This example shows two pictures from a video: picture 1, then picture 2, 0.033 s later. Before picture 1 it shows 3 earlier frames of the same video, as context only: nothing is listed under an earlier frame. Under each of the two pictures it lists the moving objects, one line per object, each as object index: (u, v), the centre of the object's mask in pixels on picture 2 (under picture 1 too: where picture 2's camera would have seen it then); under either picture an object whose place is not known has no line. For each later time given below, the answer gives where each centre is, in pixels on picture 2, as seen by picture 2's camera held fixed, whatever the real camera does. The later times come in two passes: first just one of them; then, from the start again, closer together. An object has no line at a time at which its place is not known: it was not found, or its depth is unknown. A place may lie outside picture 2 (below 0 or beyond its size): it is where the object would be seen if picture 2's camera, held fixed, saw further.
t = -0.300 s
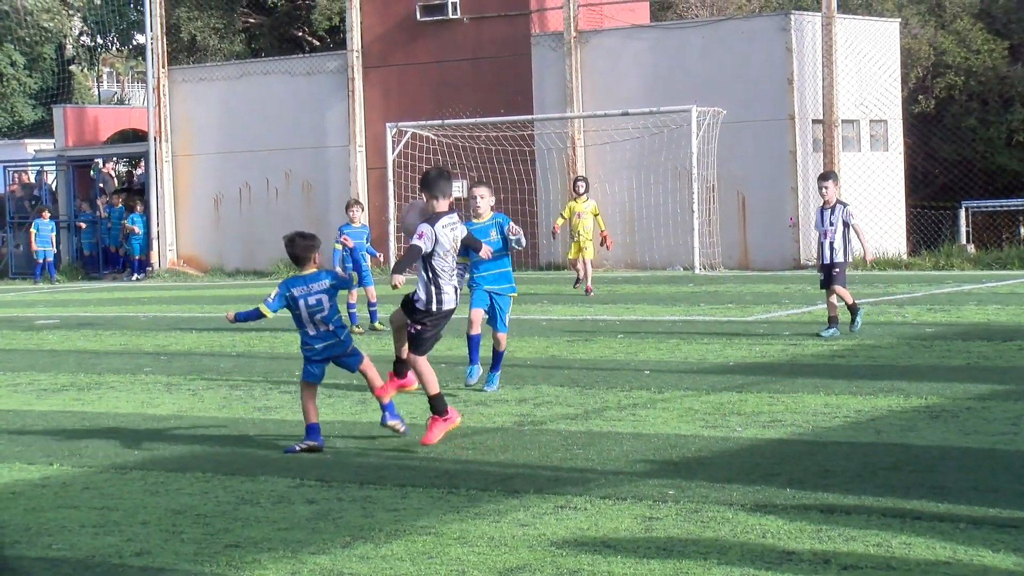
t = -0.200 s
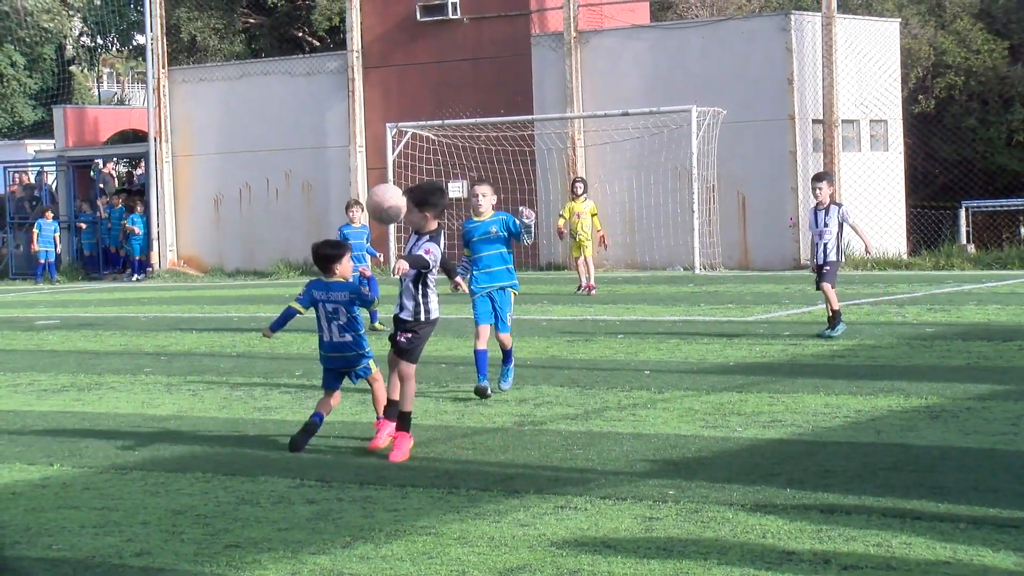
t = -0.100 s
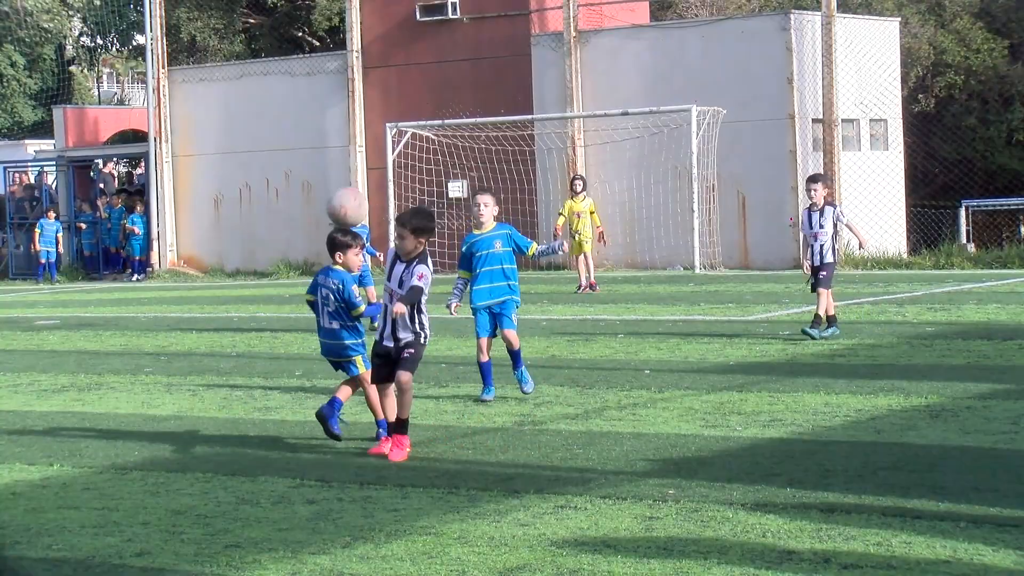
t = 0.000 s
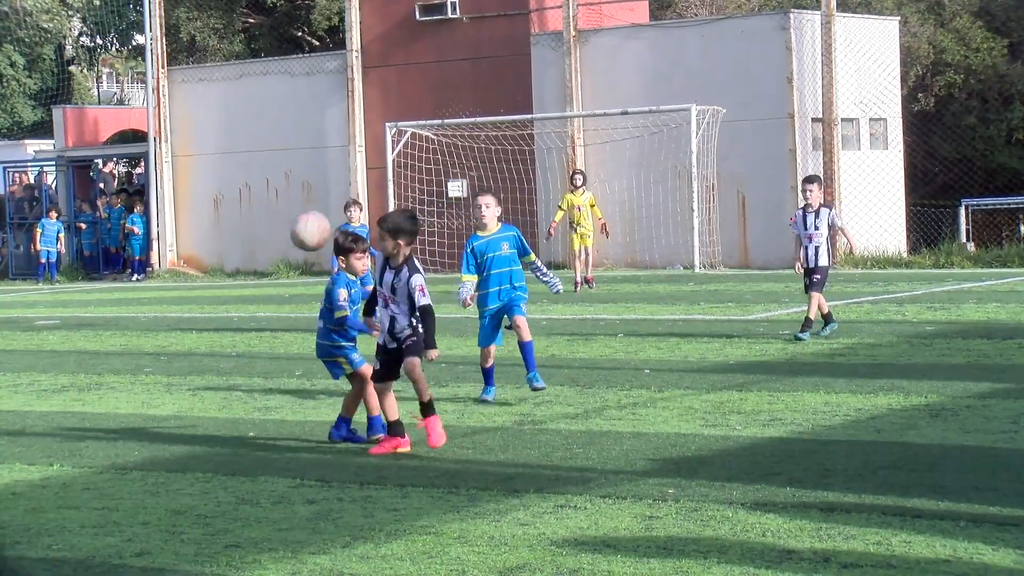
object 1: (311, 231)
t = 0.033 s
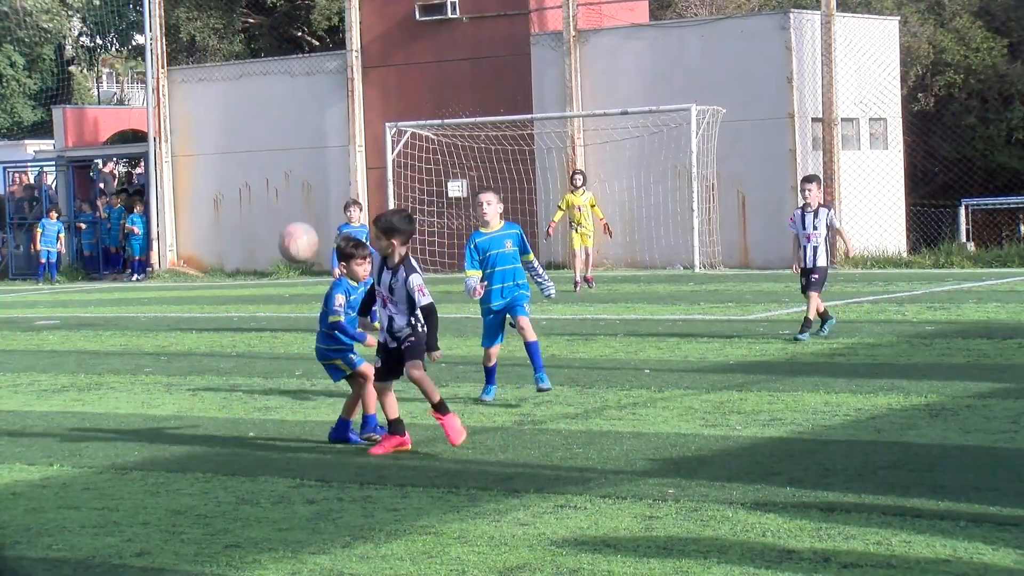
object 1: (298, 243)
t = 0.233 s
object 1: (230, 360)
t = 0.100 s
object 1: (275, 273)
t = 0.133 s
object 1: (263, 292)
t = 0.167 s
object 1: (252, 312)
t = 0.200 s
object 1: (241, 336)
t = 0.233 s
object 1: (230, 360)
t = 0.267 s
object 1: (220, 388)
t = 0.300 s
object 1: (211, 416)
